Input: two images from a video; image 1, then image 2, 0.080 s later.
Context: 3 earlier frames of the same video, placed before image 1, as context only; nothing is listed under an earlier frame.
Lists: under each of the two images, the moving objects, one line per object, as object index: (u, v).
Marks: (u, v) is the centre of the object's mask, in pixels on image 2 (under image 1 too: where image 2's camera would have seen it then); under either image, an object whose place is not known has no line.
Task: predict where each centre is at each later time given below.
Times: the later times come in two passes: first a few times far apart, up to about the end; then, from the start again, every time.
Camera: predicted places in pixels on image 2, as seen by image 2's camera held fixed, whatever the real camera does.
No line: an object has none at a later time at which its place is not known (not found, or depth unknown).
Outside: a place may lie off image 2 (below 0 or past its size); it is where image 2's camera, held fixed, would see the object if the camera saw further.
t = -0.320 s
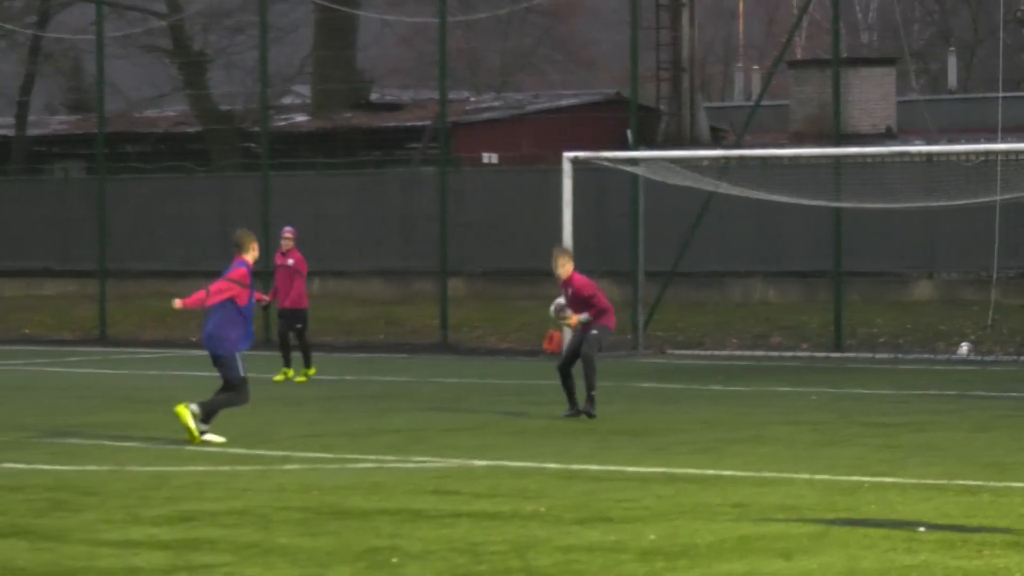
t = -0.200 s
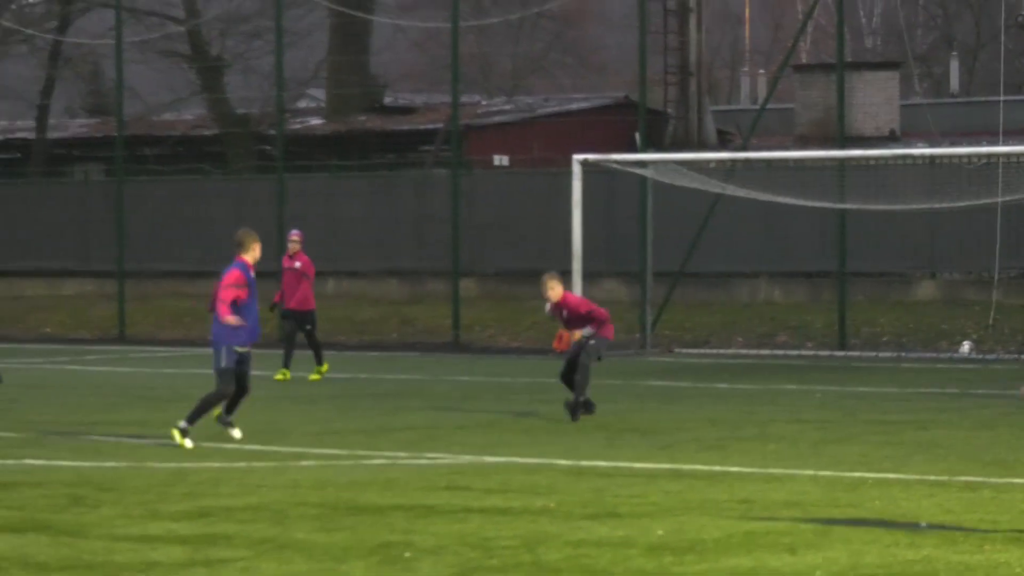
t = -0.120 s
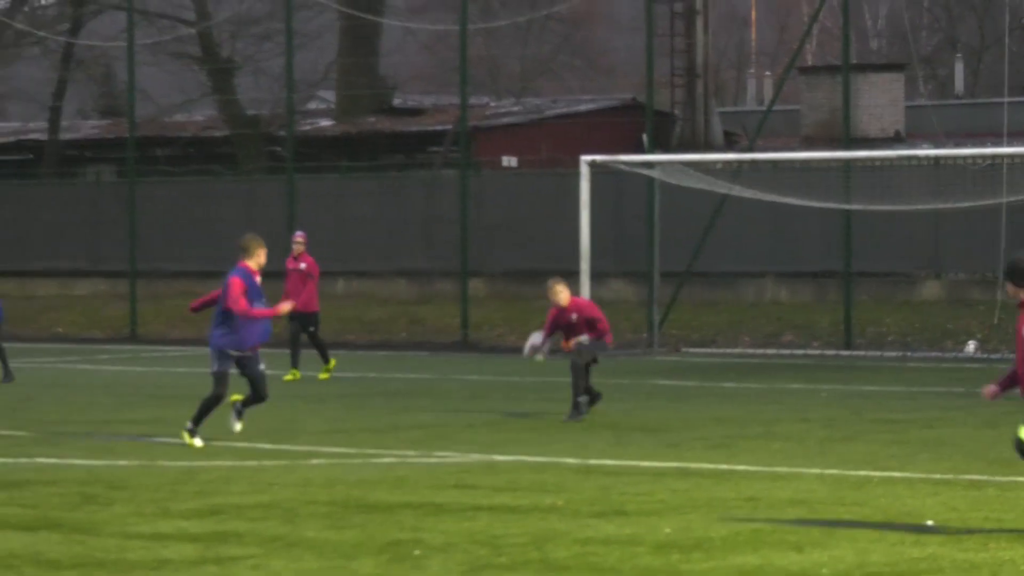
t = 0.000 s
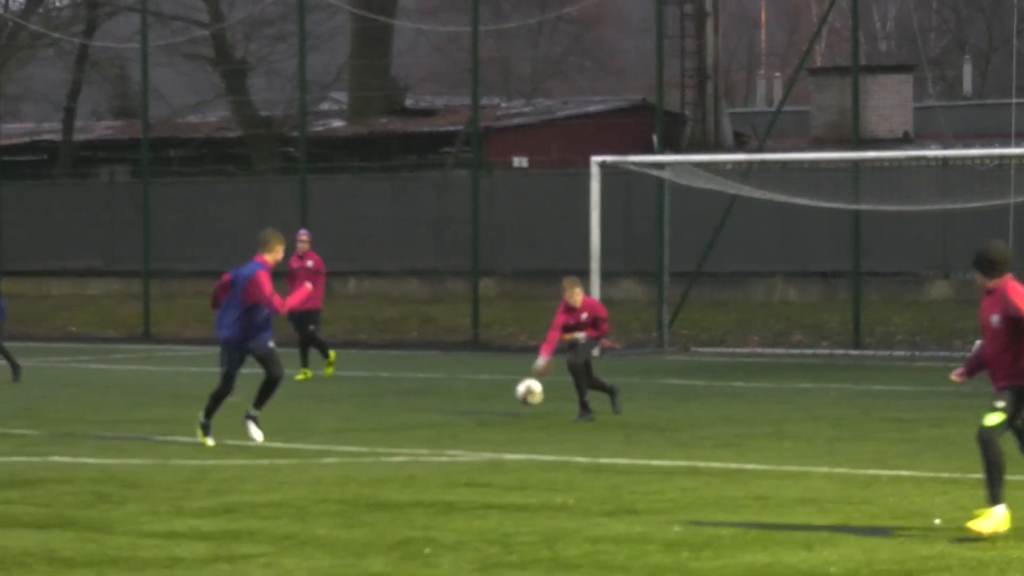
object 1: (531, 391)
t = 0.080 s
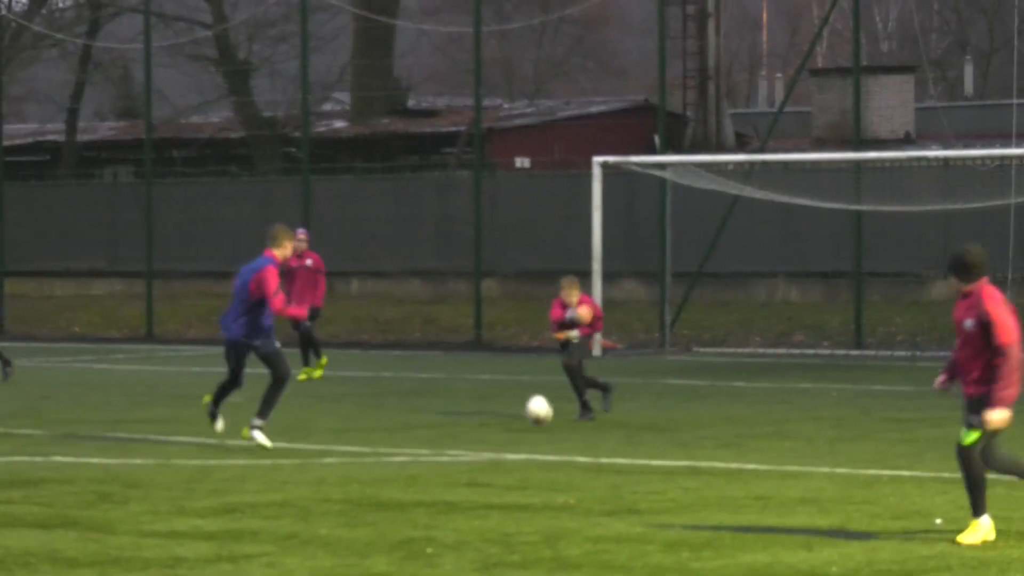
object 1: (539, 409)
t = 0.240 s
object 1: (544, 420)
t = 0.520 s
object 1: (544, 439)
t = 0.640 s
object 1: (540, 450)
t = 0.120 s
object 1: (541, 423)
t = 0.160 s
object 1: (542, 421)
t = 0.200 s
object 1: (544, 419)
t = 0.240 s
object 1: (544, 420)
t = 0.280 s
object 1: (545, 424)
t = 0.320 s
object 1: (546, 431)
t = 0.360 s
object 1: (546, 441)
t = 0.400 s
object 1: (546, 454)
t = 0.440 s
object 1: (545, 447)
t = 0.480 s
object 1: (545, 441)
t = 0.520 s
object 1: (544, 439)
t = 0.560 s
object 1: (543, 439)
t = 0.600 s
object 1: (542, 442)
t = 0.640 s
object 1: (540, 450)
